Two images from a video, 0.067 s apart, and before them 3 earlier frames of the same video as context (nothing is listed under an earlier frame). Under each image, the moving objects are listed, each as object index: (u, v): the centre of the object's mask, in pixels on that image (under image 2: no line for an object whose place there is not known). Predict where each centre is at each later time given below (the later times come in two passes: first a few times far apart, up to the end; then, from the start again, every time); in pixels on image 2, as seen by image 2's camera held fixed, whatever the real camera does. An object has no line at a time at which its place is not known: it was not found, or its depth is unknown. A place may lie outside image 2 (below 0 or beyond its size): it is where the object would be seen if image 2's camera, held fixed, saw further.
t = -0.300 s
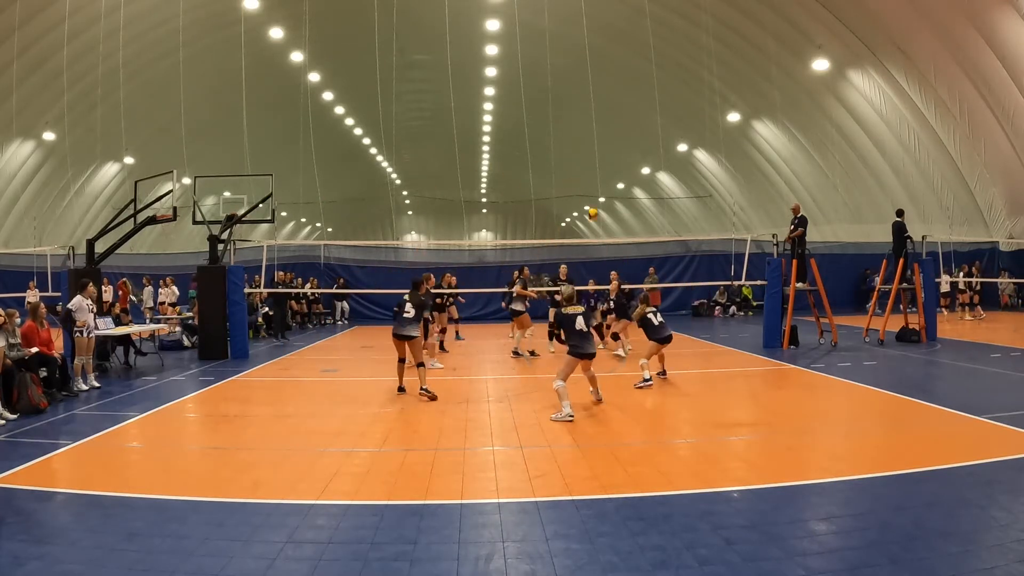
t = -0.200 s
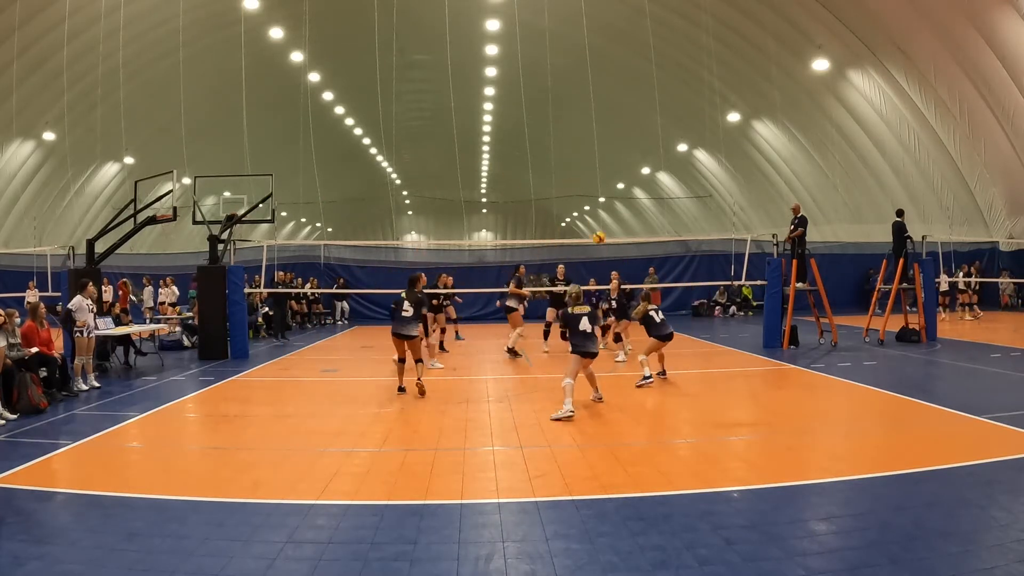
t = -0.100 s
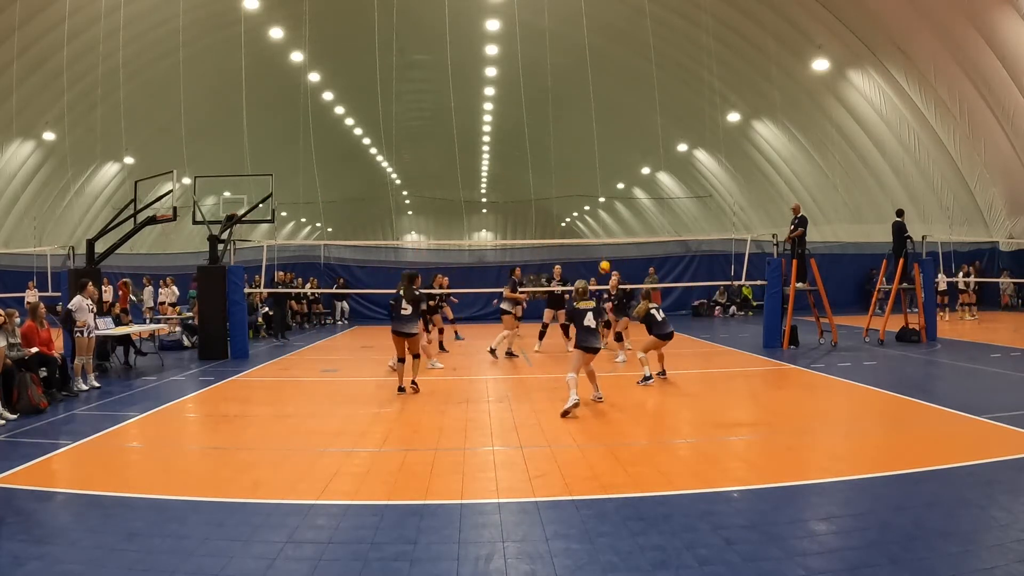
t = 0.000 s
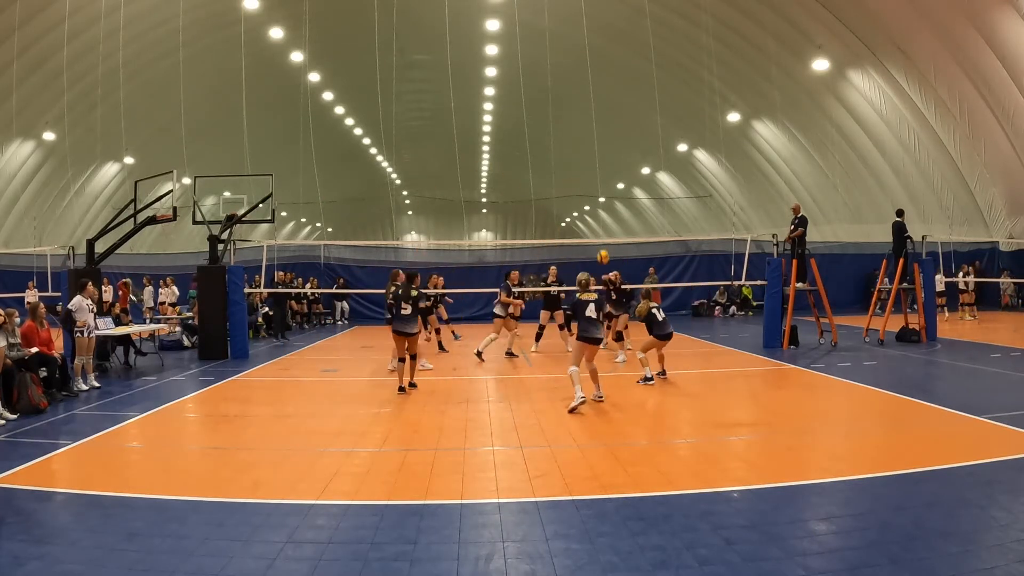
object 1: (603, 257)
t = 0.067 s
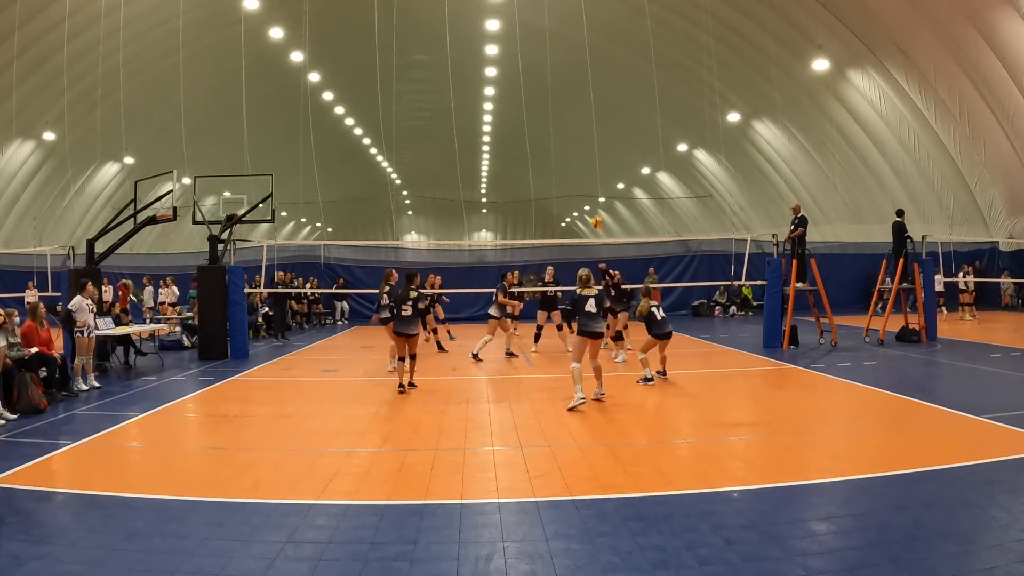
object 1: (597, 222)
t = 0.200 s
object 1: (584, 162)
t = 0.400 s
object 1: (567, 94)
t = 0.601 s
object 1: (551, 50)
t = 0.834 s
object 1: (534, 28)
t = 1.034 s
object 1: (520, 32)
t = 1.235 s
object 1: (506, 57)
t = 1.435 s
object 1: (494, 105)
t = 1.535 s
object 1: (487, 138)
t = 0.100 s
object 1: (593, 206)
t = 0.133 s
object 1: (590, 190)
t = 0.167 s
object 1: (587, 176)
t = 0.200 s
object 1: (584, 162)
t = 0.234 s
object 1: (581, 148)
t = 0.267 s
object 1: (578, 136)
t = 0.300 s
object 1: (574, 124)
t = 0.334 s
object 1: (572, 113)
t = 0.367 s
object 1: (569, 103)
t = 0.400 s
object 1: (567, 94)
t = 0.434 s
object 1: (563, 85)
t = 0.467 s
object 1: (561, 77)
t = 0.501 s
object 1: (558, 69)
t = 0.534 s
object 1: (556, 63)
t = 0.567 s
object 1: (553, 56)
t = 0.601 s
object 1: (551, 50)
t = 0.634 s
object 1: (548, 45)
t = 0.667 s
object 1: (546, 41)
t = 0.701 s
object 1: (544, 37)
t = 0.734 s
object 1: (541, 34)
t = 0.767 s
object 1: (539, 31)
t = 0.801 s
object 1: (536, 29)
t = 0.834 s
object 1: (534, 28)
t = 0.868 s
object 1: (531, 27)
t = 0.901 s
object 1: (529, 27)
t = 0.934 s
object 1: (527, 27)
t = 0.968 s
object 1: (525, 28)
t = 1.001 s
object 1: (523, 30)
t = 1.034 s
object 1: (520, 32)
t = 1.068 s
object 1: (518, 34)
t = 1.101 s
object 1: (516, 38)
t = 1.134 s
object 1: (513, 42)
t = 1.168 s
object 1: (511, 46)
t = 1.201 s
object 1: (509, 52)
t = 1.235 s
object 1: (506, 57)
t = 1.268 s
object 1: (504, 63)
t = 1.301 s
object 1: (502, 71)
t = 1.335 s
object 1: (500, 79)
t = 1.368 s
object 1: (498, 87)
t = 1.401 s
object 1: (496, 96)
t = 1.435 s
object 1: (494, 105)
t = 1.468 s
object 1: (492, 116)
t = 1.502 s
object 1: (489, 128)
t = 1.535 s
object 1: (487, 138)
